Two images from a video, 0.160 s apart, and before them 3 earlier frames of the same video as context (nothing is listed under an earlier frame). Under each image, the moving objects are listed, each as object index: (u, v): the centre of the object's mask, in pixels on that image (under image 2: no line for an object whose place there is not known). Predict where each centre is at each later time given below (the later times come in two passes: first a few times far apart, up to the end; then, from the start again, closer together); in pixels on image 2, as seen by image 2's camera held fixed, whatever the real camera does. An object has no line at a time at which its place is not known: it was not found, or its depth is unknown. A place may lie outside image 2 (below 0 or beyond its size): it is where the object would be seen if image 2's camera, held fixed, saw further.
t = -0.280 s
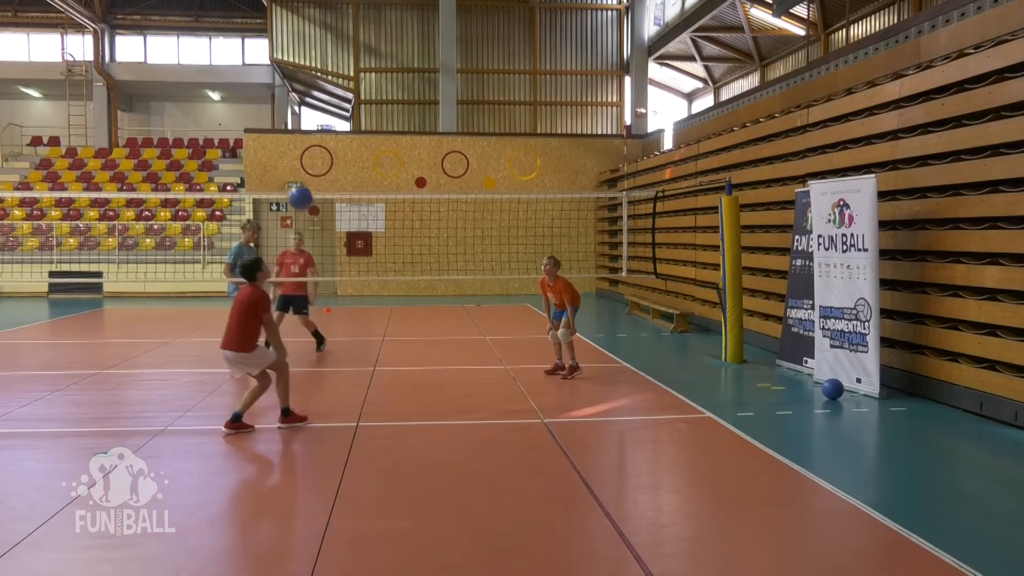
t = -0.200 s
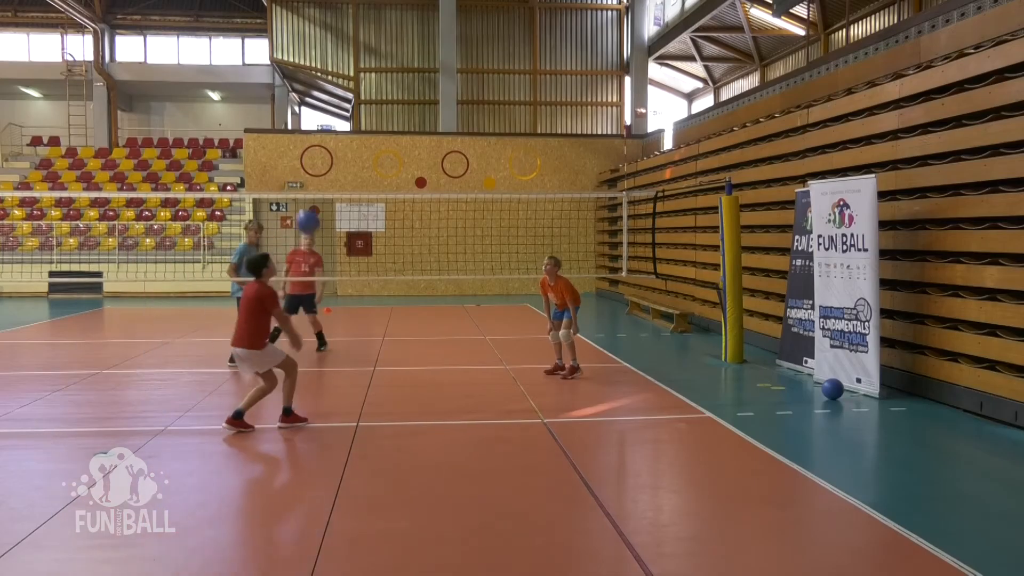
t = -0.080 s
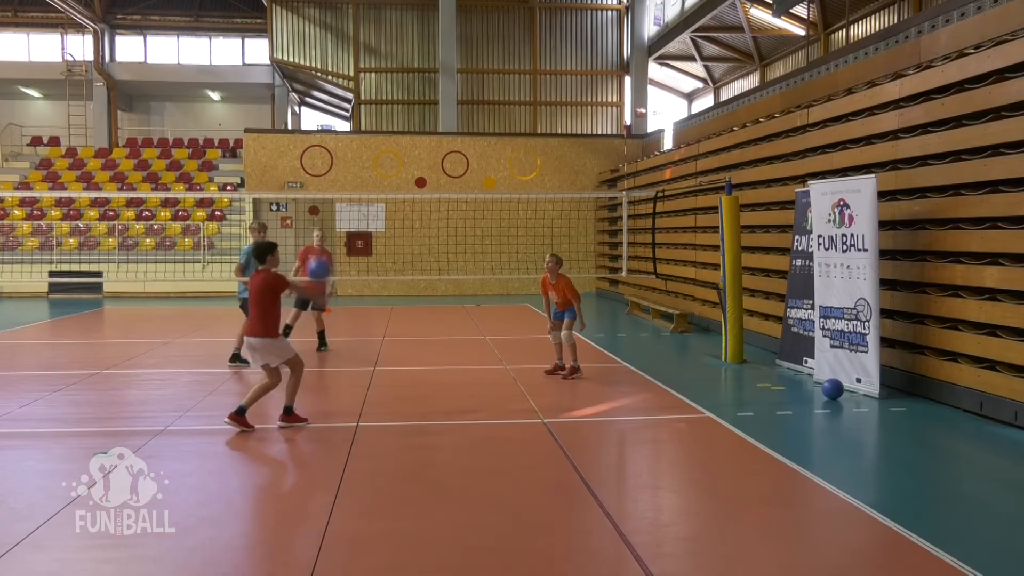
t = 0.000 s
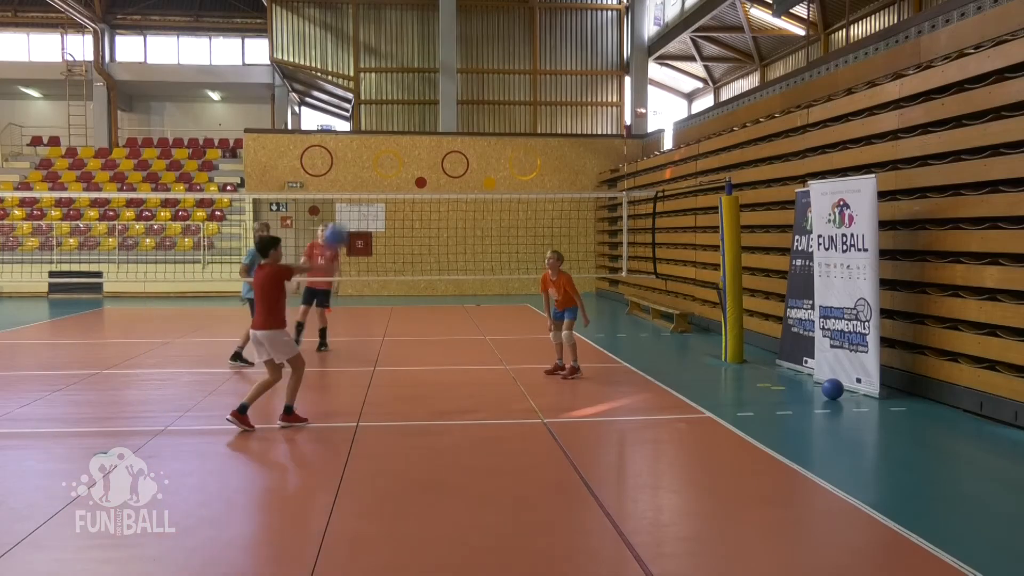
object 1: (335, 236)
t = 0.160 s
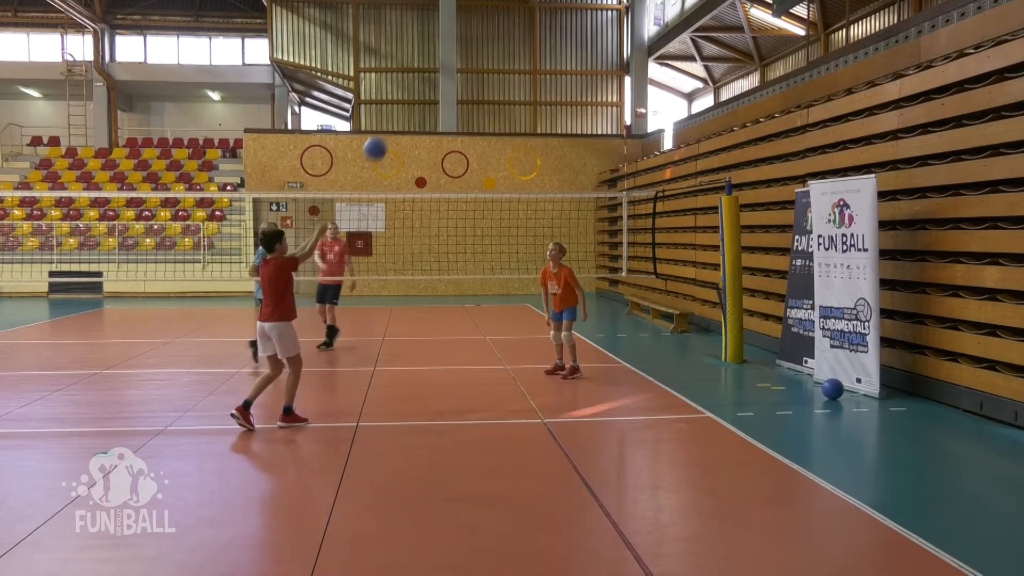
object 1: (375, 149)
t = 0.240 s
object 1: (393, 117)
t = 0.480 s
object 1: (442, 72)
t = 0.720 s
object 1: (487, 91)
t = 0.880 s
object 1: (514, 135)
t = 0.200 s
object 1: (384, 132)
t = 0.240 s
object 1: (393, 117)
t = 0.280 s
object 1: (400, 105)
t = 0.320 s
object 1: (409, 94)
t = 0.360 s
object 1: (418, 86)
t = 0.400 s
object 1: (426, 79)
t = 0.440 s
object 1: (434, 75)
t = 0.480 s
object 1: (442, 72)
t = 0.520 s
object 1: (450, 71)
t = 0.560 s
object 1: (458, 72)
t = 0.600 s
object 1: (466, 75)
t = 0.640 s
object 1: (473, 78)
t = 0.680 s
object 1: (480, 84)
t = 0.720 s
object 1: (487, 91)
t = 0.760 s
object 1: (494, 100)
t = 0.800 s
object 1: (501, 110)
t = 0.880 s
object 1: (514, 135)
